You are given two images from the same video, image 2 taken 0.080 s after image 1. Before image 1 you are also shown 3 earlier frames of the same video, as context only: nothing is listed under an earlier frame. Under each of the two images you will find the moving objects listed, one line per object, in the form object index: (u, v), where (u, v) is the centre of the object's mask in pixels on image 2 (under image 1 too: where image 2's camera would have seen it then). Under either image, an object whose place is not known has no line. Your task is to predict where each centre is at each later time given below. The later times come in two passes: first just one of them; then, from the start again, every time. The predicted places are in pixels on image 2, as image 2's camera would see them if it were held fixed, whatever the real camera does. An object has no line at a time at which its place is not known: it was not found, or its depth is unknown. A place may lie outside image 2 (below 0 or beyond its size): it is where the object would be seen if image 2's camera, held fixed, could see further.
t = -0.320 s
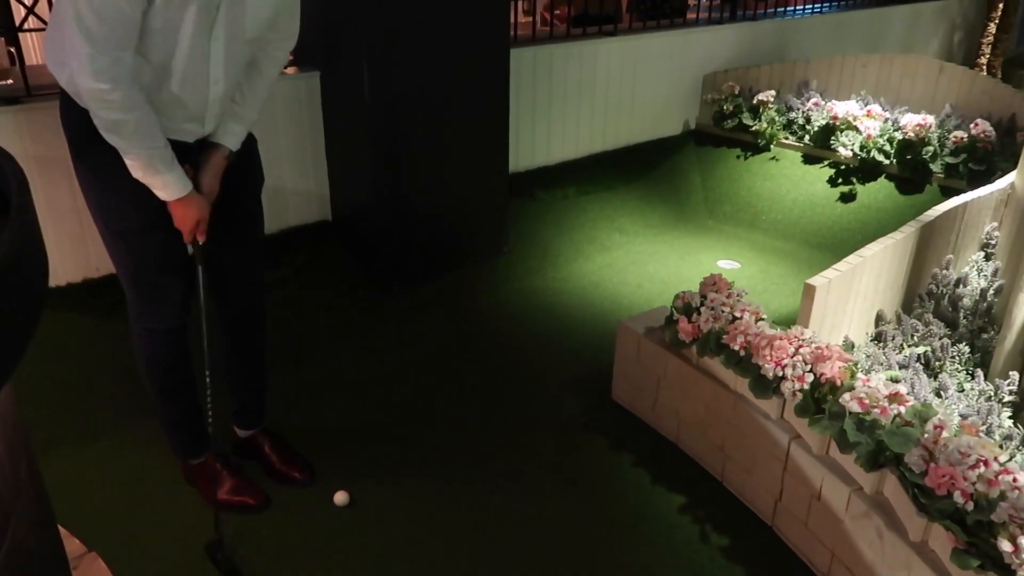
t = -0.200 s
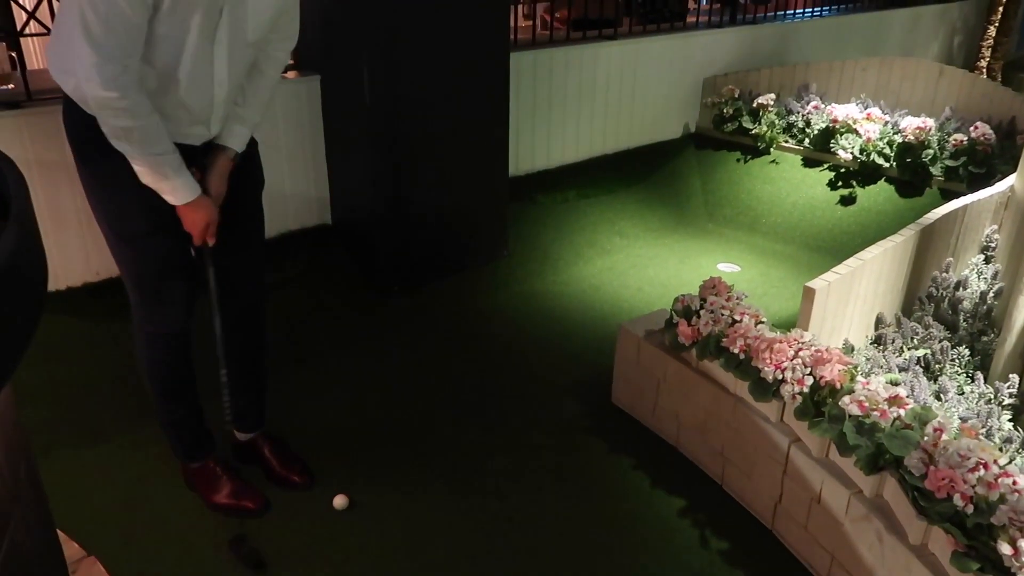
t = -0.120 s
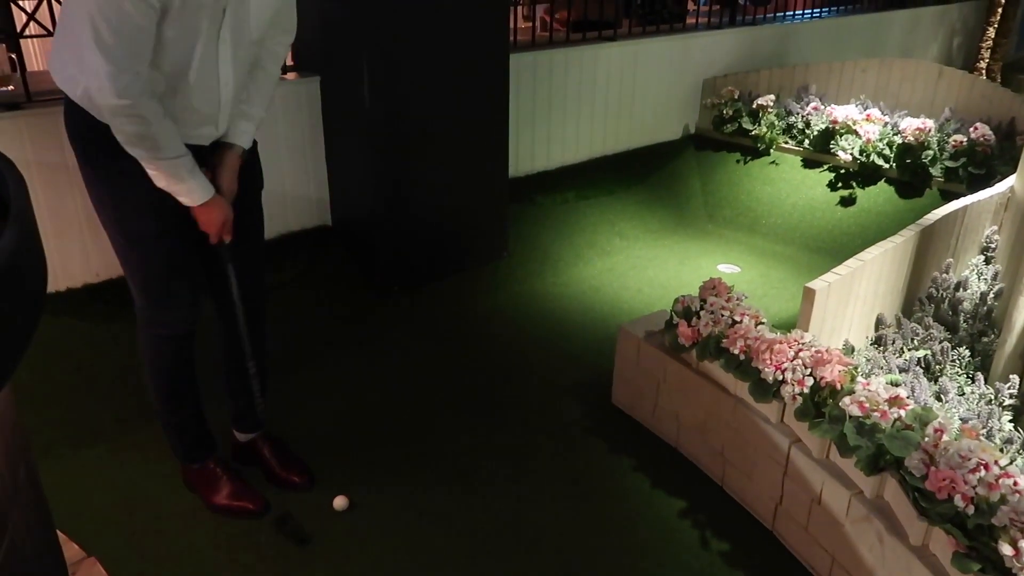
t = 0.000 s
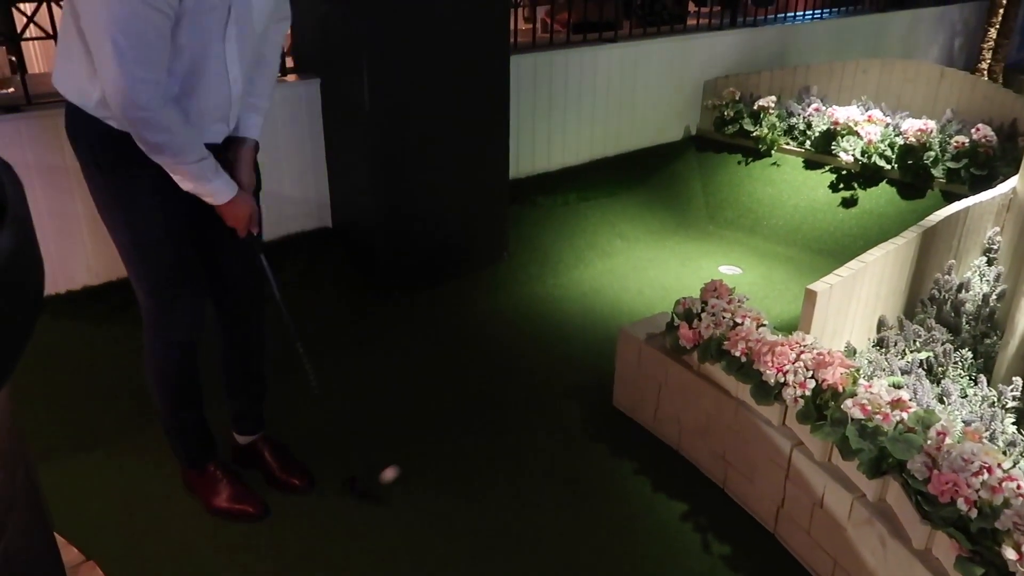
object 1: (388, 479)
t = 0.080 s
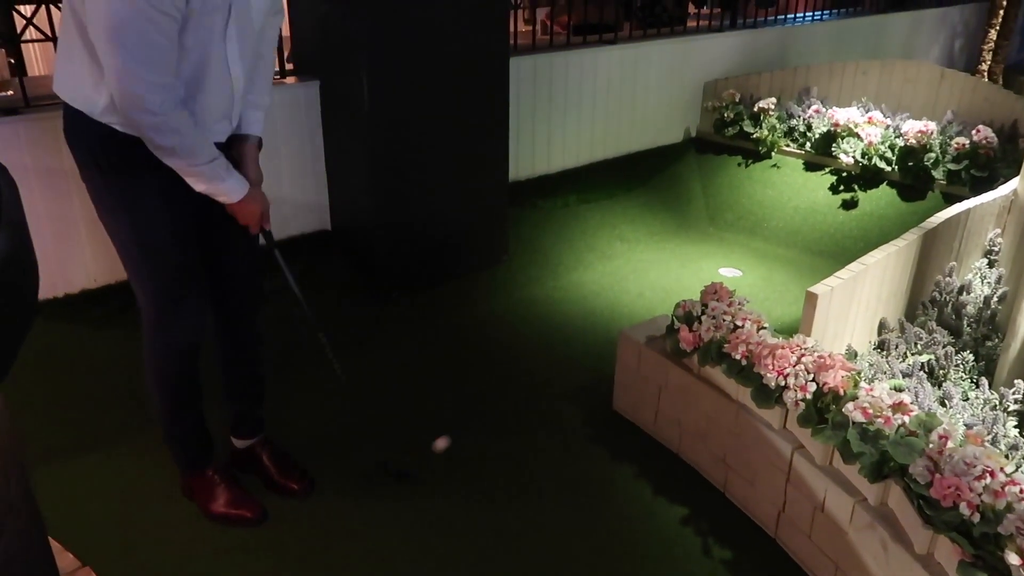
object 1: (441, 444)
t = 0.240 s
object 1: (519, 392)
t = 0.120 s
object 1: (464, 430)
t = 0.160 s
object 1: (485, 415)
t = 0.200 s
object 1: (503, 403)
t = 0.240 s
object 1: (519, 392)
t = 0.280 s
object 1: (534, 382)
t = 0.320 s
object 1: (548, 372)
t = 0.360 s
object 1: (560, 364)
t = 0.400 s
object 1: (573, 356)
